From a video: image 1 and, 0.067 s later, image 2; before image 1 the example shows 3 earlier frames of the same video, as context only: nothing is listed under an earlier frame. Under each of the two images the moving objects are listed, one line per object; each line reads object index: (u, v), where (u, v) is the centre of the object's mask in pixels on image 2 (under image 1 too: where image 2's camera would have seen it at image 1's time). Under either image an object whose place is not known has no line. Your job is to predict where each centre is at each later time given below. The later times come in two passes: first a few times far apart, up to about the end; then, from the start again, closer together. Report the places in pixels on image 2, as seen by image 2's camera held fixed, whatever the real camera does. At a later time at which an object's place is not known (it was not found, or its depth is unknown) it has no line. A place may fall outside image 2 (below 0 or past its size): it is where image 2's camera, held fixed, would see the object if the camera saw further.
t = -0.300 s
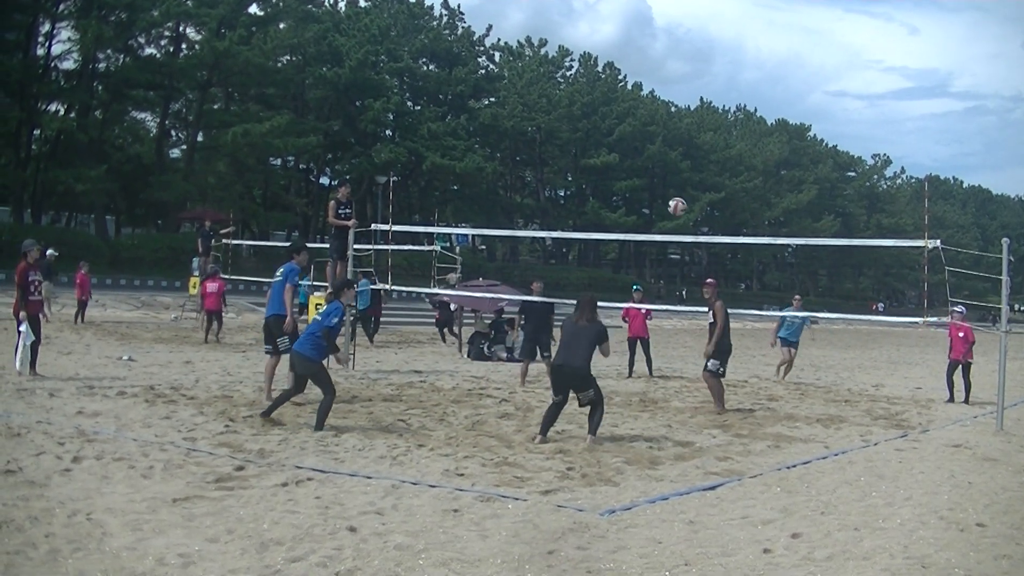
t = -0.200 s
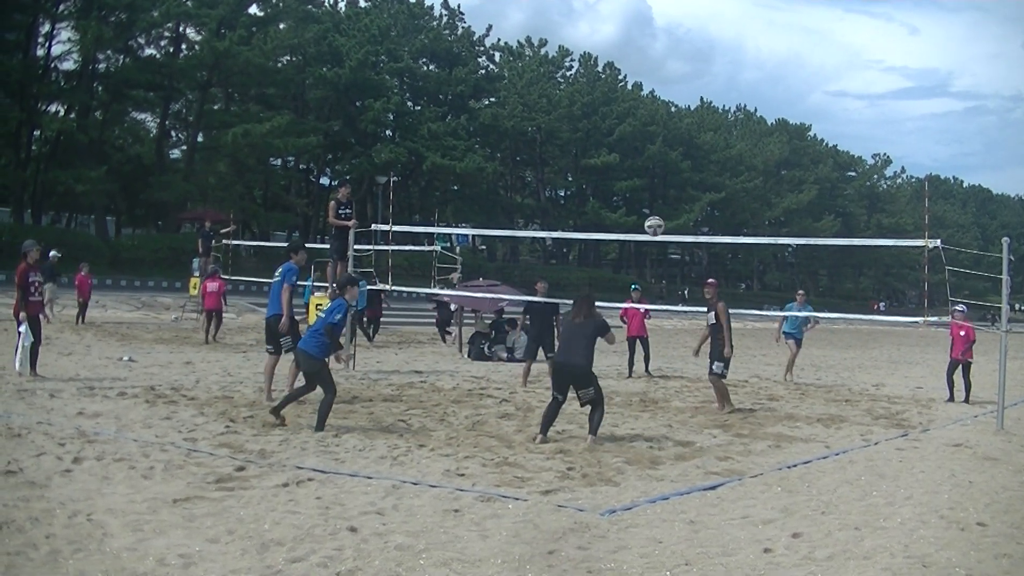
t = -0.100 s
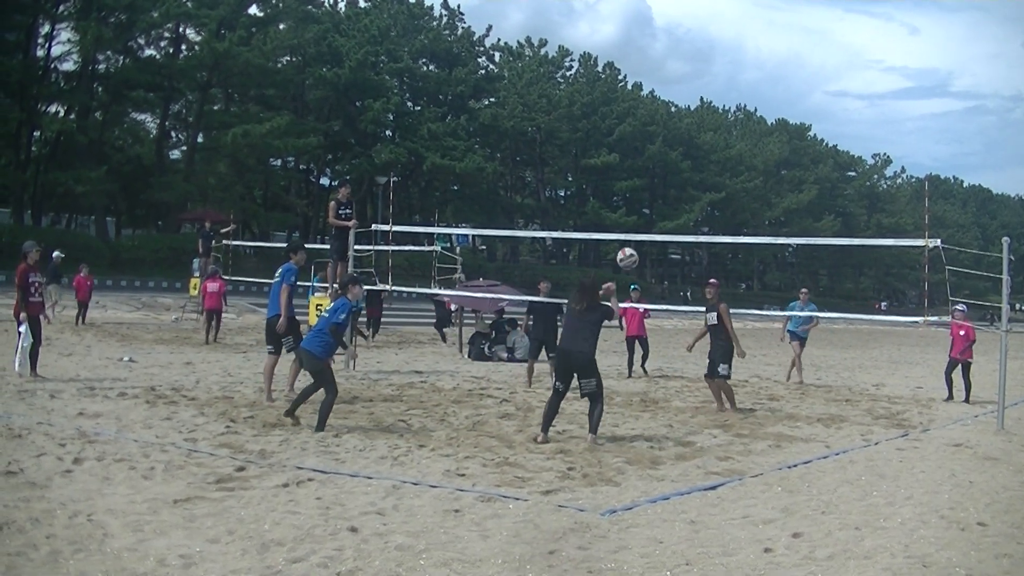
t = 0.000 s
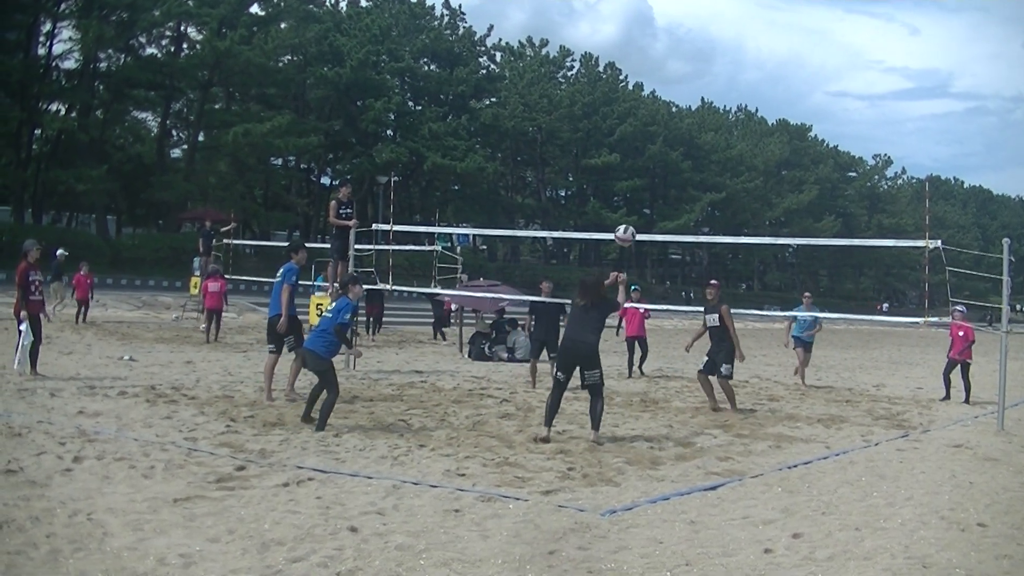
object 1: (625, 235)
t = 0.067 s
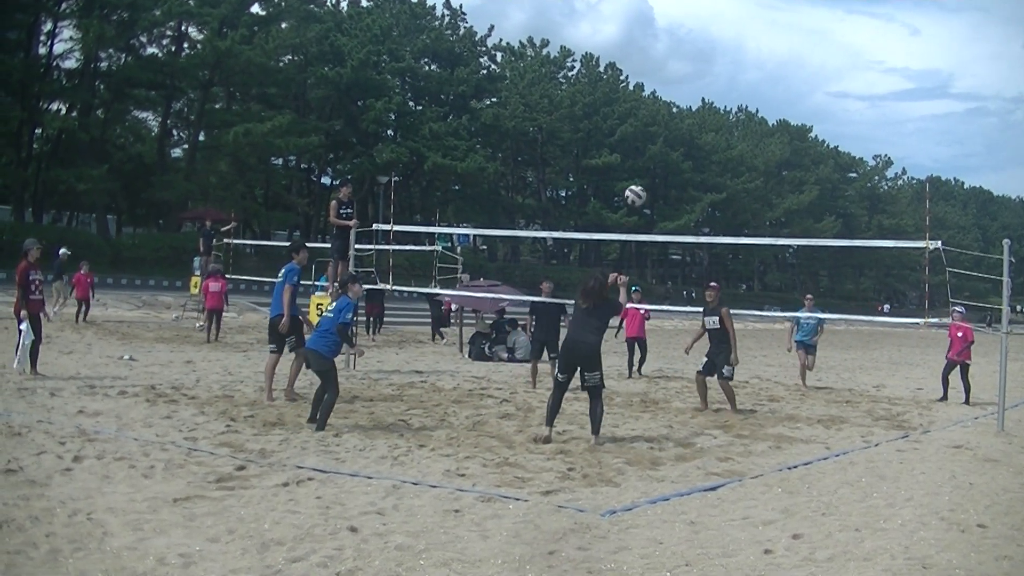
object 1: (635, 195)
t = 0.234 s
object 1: (655, 121)
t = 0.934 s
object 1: (708, 107)
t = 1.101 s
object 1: (716, 156)
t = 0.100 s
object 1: (640, 177)
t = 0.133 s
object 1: (644, 161)
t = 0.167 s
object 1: (648, 146)
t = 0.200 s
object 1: (651, 133)
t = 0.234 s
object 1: (655, 121)
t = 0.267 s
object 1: (659, 110)
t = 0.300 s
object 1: (662, 101)
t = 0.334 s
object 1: (666, 93)
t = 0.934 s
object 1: (708, 107)
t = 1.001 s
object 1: (712, 125)
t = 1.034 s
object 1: (713, 134)
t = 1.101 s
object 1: (716, 156)
